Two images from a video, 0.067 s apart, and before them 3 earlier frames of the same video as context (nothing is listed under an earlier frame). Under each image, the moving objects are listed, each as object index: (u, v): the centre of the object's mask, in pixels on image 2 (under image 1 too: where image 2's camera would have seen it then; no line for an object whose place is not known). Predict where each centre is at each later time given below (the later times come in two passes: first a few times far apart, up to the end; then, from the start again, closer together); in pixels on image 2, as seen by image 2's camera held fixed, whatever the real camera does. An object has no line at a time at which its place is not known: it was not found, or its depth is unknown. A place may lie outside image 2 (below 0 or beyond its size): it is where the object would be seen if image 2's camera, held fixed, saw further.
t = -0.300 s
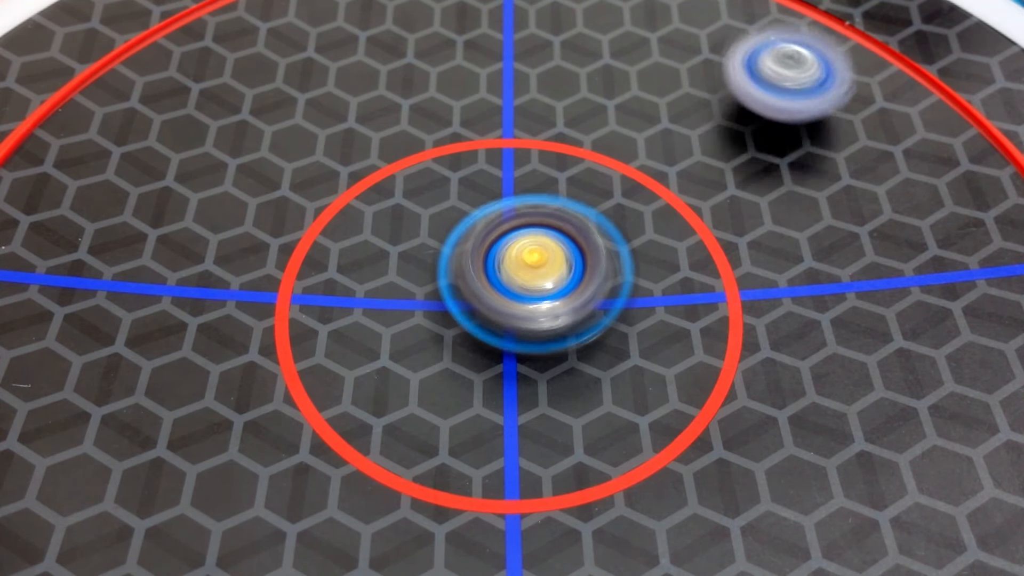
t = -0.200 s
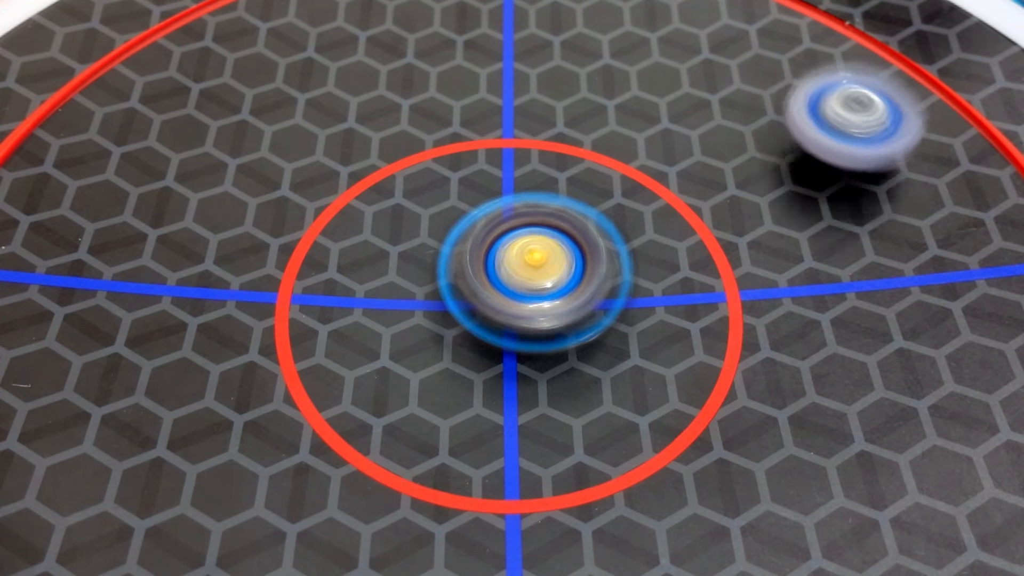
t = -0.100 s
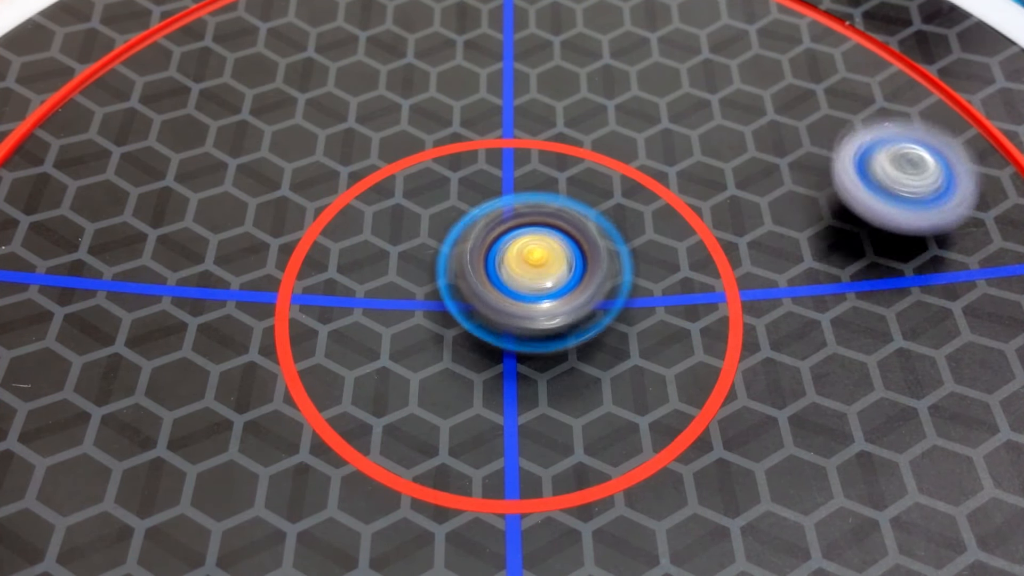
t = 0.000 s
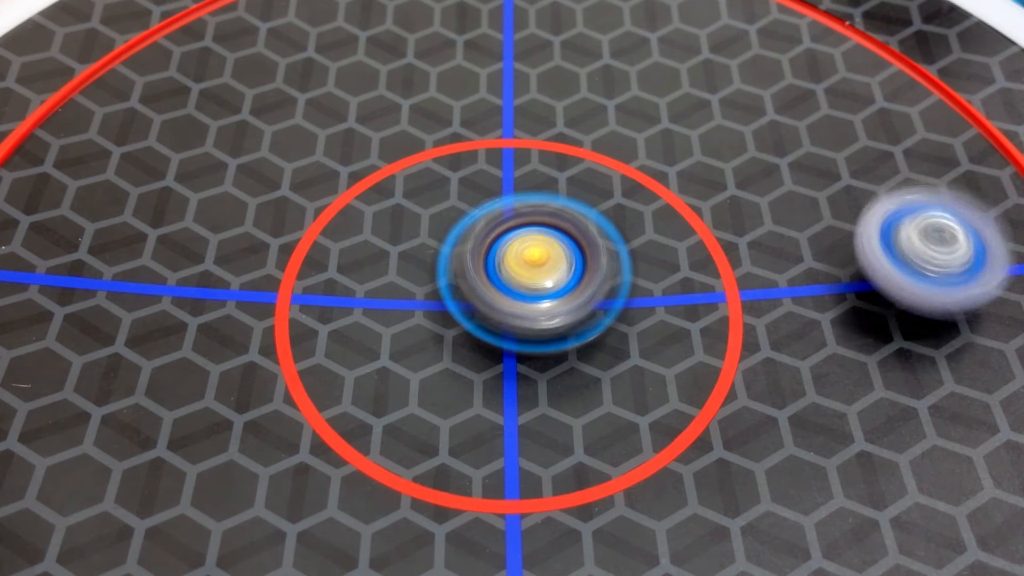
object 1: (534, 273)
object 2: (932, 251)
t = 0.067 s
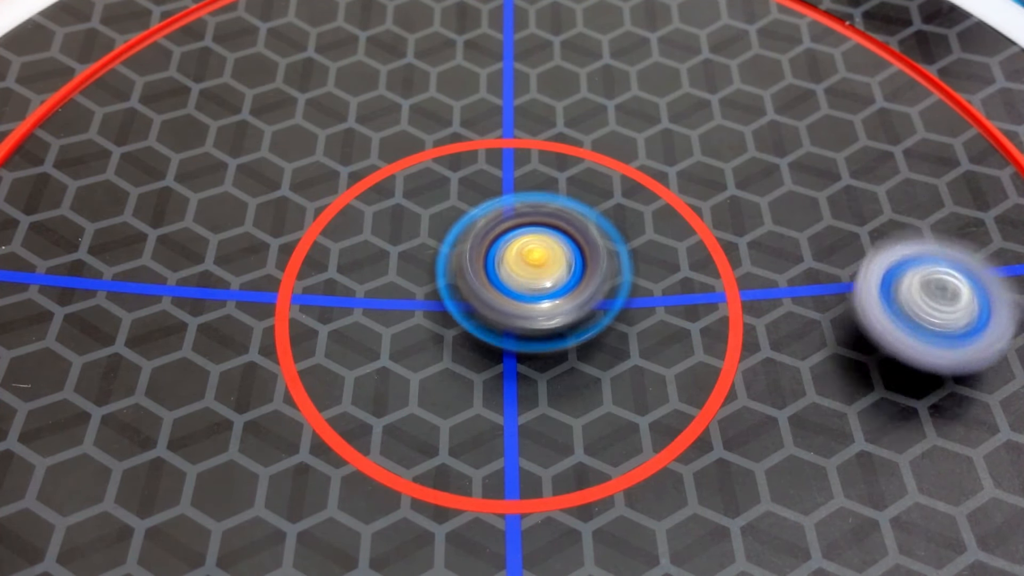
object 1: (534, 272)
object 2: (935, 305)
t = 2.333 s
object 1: (523, 271)
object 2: (797, 414)
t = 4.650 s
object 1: (527, 275)
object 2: (811, 455)
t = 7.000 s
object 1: (528, 270)
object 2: (572, 502)
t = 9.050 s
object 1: (527, 276)
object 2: (721, 428)
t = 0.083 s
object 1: (535, 272)
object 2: (933, 319)
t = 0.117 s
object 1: (533, 273)
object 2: (925, 350)
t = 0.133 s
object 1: (535, 272)
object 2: (919, 364)
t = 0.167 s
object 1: (533, 273)
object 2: (906, 391)
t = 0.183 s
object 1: (534, 272)
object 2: (896, 405)
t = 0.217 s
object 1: (534, 273)
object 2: (877, 431)
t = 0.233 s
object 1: (533, 272)
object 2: (865, 444)
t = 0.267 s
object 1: (534, 273)
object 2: (836, 469)
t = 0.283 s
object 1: (533, 273)
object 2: (821, 480)
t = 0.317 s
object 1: (534, 273)
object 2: (787, 498)
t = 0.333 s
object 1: (533, 272)
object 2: (769, 502)
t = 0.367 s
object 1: (535, 273)
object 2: (732, 513)
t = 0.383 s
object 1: (534, 272)
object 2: (712, 516)
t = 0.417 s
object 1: (535, 272)
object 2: (670, 521)
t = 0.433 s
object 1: (534, 272)
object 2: (649, 521)
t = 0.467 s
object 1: (534, 272)
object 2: (608, 524)
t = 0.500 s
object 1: (533, 271)
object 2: (562, 523)
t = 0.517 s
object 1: (534, 271)
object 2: (540, 522)
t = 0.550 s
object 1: (533, 270)
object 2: (501, 519)
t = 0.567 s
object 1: (534, 271)
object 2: (479, 517)
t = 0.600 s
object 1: (532, 270)
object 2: (437, 510)
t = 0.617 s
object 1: (533, 270)
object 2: (418, 506)
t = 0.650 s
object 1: (532, 270)
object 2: (382, 497)
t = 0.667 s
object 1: (533, 270)
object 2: (363, 487)
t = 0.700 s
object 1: (531, 270)
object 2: (334, 469)
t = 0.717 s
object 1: (532, 270)
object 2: (318, 456)
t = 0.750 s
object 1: (530, 270)
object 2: (293, 435)
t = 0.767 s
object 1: (531, 269)
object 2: (280, 422)
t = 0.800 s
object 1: (529, 270)
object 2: (259, 396)
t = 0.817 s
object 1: (530, 269)
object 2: (249, 385)
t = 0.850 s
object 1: (528, 270)
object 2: (234, 360)
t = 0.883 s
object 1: (530, 269)
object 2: (222, 332)
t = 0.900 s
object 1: (528, 270)
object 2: (217, 319)
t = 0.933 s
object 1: (529, 269)
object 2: (210, 293)
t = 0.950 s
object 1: (528, 269)
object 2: (208, 280)
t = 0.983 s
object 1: (529, 269)
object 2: (206, 256)
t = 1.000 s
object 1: (528, 269)
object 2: (206, 243)
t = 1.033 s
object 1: (528, 269)
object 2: (208, 221)
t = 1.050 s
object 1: (527, 269)
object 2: (209, 208)
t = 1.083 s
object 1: (528, 268)
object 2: (216, 185)
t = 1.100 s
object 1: (527, 269)
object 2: (220, 175)
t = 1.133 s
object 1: (528, 268)
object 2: (228, 154)
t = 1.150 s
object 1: (527, 269)
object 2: (235, 144)
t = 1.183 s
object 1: (527, 268)
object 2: (245, 126)
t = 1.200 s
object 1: (527, 269)
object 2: (252, 116)
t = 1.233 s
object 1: (527, 268)
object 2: (268, 100)
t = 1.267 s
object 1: (526, 268)
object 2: (285, 84)
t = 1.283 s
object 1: (527, 269)
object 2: (294, 78)
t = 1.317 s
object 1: (526, 268)
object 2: (311, 64)
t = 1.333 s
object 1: (527, 269)
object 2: (322, 58)
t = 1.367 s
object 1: (526, 268)
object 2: (343, 48)
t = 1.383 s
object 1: (527, 269)
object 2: (353, 43)
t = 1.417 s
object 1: (527, 268)
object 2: (374, 38)
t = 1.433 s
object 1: (528, 269)
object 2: (385, 35)
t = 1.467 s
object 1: (527, 268)
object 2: (408, 32)
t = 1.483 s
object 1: (528, 269)
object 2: (420, 30)
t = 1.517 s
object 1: (527, 268)
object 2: (444, 29)
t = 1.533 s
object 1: (528, 269)
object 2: (455, 28)
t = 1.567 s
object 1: (528, 268)
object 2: (480, 27)
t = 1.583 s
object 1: (528, 269)
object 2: (493, 27)
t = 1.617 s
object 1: (528, 268)
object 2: (519, 28)
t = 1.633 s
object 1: (528, 269)
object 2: (531, 29)
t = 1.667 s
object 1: (528, 268)
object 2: (556, 31)
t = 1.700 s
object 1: (526, 268)
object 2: (580, 34)
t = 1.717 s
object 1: (528, 268)
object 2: (591, 36)
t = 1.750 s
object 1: (526, 268)
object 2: (616, 41)
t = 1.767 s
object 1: (527, 268)
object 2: (627, 45)
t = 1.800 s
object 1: (526, 268)
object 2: (651, 54)
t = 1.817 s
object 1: (527, 268)
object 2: (662, 60)
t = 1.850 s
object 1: (526, 268)
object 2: (683, 73)
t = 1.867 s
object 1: (527, 269)
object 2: (694, 80)
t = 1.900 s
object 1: (525, 268)
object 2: (714, 96)
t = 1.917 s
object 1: (526, 269)
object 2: (724, 104)
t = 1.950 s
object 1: (525, 269)
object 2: (743, 122)
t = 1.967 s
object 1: (526, 270)
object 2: (750, 131)
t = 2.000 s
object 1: (525, 269)
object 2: (767, 151)
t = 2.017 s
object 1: (525, 270)
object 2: (775, 162)
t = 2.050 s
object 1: (525, 270)
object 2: (788, 184)
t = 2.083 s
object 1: (523, 270)
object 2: (799, 209)
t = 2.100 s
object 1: (524, 270)
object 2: (803, 221)
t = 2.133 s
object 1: (523, 270)
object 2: (811, 245)
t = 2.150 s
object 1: (524, 271)
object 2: (813, 258)
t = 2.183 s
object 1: (522, 270)
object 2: (817, 285)
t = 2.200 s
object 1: (524, 271)
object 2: (818, 300)
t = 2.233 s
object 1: (522, 270)
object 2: (818, 328)
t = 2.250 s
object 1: (524, 271)
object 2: (818, 342)
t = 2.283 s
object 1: (523, 271)
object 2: (811, 372)
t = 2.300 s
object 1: (523, 272)
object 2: (808, 384)
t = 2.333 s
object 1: (523, 271)
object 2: (797, 414)
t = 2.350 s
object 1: (523, 272)
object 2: (790, 427)
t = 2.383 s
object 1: (523, 272)
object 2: (777, 454)
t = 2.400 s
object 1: (523, 272)
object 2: (765, 468)
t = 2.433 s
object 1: (523, 272)
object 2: (747, 491)
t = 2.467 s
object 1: (522, 271)
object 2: (719, 508)
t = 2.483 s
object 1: (523, 272)
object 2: (705, 514)
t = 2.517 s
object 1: (523, 271)
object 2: (676, 524)
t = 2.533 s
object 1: (523, 272)
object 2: (661, 527)
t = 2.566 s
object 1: (523, 271)
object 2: (629, 535)
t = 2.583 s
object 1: (523, 272)
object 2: (612, 538)
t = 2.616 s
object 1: (523, 271)
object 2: (579, 543)
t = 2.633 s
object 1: (522, 272)
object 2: (560, 545)
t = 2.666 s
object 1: (523, 271)
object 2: (523, 546)
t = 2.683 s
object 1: (521, 271)
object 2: (505, 547)
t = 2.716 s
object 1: (522, 271)
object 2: (471, 548)
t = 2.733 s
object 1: (521, 271)
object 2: (452, 548)
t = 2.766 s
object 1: (522, 272)
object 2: (416, 545)
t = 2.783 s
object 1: (521, 271)
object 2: (401, 543)
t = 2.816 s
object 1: (521, 272)
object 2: (367, 538)
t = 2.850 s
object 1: (522, 271)
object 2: (336, 533)
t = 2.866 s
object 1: (520, 271)
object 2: (322, 529)
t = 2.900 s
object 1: (521, 272)
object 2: (294, 521)
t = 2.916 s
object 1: (520, 271)
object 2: (281, 516)
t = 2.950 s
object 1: (521, 272)
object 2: (257, 504)
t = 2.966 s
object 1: (520, 271)
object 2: (247, 497)
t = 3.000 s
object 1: (520, 272)
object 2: (229, 475)
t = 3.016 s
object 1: (521, 271)
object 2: (221, 463)
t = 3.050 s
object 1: (520, 271)
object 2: (211, 436)
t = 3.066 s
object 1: (521, 271)
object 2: (205, 423)
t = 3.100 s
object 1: (520, 271)
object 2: (199, 398)
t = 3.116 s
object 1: (521, 271)
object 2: (198, 383)
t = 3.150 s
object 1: (520, 271)
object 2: (195, 358)
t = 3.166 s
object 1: (521, 272)
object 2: (197, 345)
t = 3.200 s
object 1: (521, 271)
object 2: (201, 318)
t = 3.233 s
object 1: (519, 271)
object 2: (207, 293)
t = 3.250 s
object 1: (521, 271)
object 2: (212, 281)
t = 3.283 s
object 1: (520, 271)
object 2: (221, 255)
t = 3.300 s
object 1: (521, 272)
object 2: (228, 245)
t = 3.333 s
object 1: (521, 271)
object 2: (242, 223)
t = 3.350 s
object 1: (521, 272)
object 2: (248, 213)
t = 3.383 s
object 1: (522, 272)
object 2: (266, 193)
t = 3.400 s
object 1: (520, 272)
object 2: (275, 183)
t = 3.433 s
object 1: (521, 272)
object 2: (294, 166)
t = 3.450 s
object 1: (520, 272)
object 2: (305, 157)
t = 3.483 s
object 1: (521, 273)
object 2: (325, 142)
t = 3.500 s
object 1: (521, 272)
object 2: (336, 136)
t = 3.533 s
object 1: (521, 272)
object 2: (359, 123)
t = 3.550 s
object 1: (522, 272)
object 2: (371, 118)
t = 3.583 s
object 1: (521, 272)
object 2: (395, 107)
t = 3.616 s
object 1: (522, 273)
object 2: (419, 98)
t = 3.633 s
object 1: (522, 272)
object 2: (431, 95)
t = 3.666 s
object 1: (521, 273)
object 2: (456, 89)
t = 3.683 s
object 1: (523, 273)
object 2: (467, 86)
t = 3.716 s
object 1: (522, 273)
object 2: (493, 81)
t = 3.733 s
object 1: (524, 274)
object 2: (506, 79)
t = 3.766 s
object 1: (524, 274)
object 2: (530, 77)
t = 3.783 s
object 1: (524, 275)
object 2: (544, 76)
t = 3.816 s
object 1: (525, 274)
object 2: (569, 76)
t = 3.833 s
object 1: (524, 275)
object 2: (581, 76)
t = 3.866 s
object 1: (525, 275)
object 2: (606, 77)
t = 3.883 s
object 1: (524, 275)
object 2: (617, 79)
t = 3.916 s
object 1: (525, 276)
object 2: (642, 83)
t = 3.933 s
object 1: (525, 275)
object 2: (653, 85)
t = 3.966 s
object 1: (525, 276)
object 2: (676, 90)
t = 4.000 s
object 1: (526, 276)
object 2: (700, 98)
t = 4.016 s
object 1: (525, 275)
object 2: (712, 102)
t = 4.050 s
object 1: (526, 276)
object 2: (733, 110)
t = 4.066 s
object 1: (527, 276)
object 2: (745, 116)
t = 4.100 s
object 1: (526, 276)
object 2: (765, 127)
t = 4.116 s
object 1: (528, 276)
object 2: (776, 134)
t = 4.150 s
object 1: (527, 276)
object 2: (796, 147)
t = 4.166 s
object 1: (528, 277)
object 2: (804, 155)
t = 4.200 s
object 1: (528, 276)
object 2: (822, 171)
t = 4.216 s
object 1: (527, 277)
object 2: (830, 178)
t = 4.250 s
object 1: (529, 277)
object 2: (843, 196)
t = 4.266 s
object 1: (527, 276)
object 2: (852, 205)
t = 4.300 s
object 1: (528, 277)
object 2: (863, 223)
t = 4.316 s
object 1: (528, 276)
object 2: (868, 235)
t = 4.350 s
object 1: (527, 276)
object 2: (876, 255)
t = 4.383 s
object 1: (528, 277)
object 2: (882, 277)
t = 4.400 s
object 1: (528, 275)
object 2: (883, 289)
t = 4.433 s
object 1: (527, 276)
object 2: (886, 311)
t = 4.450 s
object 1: (529, 276)
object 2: (884, 323)
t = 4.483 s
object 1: (528, 275)
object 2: (881, 347)
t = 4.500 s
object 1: (528, 276)
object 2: (878, 358)
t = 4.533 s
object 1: (528, 275)
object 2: (869, 381)
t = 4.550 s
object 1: (527, 276)
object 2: (866, 392)
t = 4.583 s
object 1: (528, 276)
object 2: (851, 414)
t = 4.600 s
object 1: (526, 275)
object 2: (842, 425)
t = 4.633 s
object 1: (527, 276)
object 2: (823, 446)
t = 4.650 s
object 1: (527, 275)
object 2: (811, 455)
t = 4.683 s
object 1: (526, 276)
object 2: (788, 473)
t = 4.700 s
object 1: (528, 276)
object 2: (776, 481)
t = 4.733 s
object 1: (527, 275)
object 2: (748, 494)
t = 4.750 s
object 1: (528, 277)
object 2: (730, 499)
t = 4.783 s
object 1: (528, 276)
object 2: (698, 504)
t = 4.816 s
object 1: (528, 276)
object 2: (666, 509)
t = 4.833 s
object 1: (528, 277)
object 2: (648, 511)
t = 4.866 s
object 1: (529, 277)
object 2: (613, 511)
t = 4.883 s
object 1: (528, 277)
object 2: (597, 512)
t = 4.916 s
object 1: (529, 277)
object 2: (560, 510)
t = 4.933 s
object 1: (528, 276)
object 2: (543, 508)
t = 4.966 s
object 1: (528, 277)
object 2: (508, 505)
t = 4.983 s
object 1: (530, 276)
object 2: (491, 502)
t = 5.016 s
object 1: (529, 276)
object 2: (458, 493)
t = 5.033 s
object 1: (531, 276)
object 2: (442, 485)
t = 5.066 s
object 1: (530, 276)
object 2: (412, 469)
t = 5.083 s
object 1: (530, 277)
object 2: (400, 463)
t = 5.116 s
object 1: (531, 276)
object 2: (373, 443)
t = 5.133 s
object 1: (529, 276)
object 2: (361, 432)
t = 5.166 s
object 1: (530, 276)
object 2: (340, 411)
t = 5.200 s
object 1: (531, 276)
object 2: (322, 388)
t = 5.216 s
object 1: (530, 275)
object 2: (314, 378)
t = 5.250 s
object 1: (530, 276)
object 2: (300, 355)
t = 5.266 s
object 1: (532, 275)
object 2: (297, 341)
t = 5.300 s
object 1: (531, 275)
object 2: (288, 318)
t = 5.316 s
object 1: (533, 276)
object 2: (283, 306)
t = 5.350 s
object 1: (533, 275)
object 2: (280, 282)
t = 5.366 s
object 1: (532, 276)
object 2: (279, 271)
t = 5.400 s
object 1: (533, 276)
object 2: (280, 246)
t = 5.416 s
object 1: (532, 275)
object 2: (280, 236)
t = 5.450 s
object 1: (532, 275)
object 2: (284, 214)
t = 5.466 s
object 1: (533, 274)
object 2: (286, 205)
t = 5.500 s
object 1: (532, 274)
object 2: (293, 186)
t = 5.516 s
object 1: (534, 275)
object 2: (297, 175)
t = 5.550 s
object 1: (533, 274)
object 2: (308, 158)
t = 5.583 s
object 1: (532, 273)
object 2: (319, 141)
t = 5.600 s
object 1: (533, 275)
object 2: (324, 134)
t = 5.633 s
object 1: (534, 274)
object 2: (337, 119)
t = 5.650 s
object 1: (531, 274)
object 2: (344, 113)
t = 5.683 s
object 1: (532, 274)
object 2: (358, 101)
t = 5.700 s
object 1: (532, 273)
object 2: (366, 95)
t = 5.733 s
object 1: (531, 273)
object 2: (382, 84)
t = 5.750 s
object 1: (533, 273)
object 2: (389, 80)
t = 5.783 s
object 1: (532, 273)
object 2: (406, 71)
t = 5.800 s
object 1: (532, 274)
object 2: (416, 68)
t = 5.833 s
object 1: (533, 274)
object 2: (434, 61)
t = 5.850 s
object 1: (531, 273)
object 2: (443, 58)
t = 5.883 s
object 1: (531, 273)
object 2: (461, 53)
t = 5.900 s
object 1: (532, 272)
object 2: (472, 52)
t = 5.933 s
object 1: (531, 272)
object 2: (492, 50)
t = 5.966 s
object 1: (531, 272)
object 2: (512, 48)
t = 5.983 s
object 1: (533, 272)
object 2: (522, 49)
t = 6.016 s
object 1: (532, 271)
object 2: (544, 50)
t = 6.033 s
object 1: (532, 272)
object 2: (554, 50)
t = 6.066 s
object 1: (533, 272)
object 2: (573, 53)
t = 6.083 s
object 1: (532, 272)
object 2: (584, 56)
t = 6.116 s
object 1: (532, 272)
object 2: (604, 62)
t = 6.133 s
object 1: (533, 271)
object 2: (613, 65)
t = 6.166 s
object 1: (532, 271)
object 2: (633, 72)
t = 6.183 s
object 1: (534, 272)
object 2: (642, 77)
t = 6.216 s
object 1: (534, 271)
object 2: (660, 87)
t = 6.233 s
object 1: (532, 272)
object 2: (670, 92)
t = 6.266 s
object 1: (533, 272)
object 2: (687, 103)
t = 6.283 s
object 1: (532, 270)
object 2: (693, 111)
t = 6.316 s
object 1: (532, 271)
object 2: (708, 123)
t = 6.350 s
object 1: (532, 271)
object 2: (723, 139)
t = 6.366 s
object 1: (533, 270)
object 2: (729, 149)
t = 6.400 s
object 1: (532, 270)
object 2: (740, 166)
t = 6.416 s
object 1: (533, 272)
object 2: (747, 174)
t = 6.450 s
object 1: (533, 271)
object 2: (756, 192)
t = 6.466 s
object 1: (531, 271)
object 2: (759, 203)
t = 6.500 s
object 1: (532, 272)
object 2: (765, 222)
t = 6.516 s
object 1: (532, 270)
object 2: (769, 232)
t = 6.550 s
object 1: (531, 271)
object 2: (772, 254)
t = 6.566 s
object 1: (533, 271)
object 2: (772, 264)
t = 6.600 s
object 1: (533, 271)
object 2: (773, 287)
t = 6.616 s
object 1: (531, 272)
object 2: (772, 299)
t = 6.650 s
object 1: (532, 272)
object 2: (766, 321)
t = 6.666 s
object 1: (531, 270)
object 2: (765, 332)
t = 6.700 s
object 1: (531, 271)
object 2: (757, 355)
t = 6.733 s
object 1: (530, 271)
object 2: (745, 377)
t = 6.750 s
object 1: (532, 270)
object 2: (739, 387)
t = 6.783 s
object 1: (531, 270)
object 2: (725, 409)
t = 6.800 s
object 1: (531, 271)
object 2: (715, 419)
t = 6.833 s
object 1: (532, 271)
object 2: (697, 437)
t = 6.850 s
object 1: (529, 270)
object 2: (687, 447)
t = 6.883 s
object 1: (529, 271)
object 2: (663, 463)
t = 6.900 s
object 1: (530, 270)
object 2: (653, 470)
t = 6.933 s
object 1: (529, 269)
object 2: (627, 485)
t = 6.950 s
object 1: (530, 271)
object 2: (614, 491)
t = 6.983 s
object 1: (530, 270)
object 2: (586, 498)
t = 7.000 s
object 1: (528, 270)
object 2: (572, 502)
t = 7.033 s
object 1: (527, 270)
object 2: (542, 505)
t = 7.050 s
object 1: (529, 269)
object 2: (528, 507)
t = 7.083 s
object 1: (527, 269)
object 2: (498, 508)
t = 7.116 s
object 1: (527, 269)
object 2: (470, 508)
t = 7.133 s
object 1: (529, 270)
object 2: (454, 507)
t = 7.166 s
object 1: (528, 269)
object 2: (425, 505)
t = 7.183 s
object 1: (526, 270)
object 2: (413, 504)
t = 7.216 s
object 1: (526, 270)
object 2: (387, 498)
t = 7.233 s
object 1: (526, 269)
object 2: (373, 493)
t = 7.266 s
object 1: (525, 269)
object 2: (349, 482)
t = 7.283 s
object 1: (527, 270)
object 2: (338, 475)
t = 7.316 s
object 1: (527, 269)
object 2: (318, 459)
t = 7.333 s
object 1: (525, 269)
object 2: (309, 452)
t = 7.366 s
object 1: (525, 270)
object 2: (293, 434)
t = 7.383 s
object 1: (526, 269)
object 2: (285, 428)
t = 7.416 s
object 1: (525, 269)
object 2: (272, 407)
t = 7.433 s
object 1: (526, 270)
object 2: (267, 399)
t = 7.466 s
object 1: (527, 270)
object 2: (259, 377)
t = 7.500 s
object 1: (526, 269)
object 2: (255, 357)
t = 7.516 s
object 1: (525, 270)
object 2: (252, 346)
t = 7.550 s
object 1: (525, 270)
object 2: (253, 325)
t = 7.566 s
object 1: (525, 269)
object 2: (252, 315)
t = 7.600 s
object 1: (525, 269)
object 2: (256, 293)
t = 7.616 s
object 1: (527, 270)
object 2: (257, 284)
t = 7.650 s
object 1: (527, 269)
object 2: (264, 264)
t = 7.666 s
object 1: (525, 269)
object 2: (268, 254)
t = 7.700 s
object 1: (525, 270)
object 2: (278, 235)
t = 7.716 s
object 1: (527, 269)
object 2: (284, 228)
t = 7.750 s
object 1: (526, 268)
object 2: (298, 211)
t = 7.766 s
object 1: (526, 270)
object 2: (304, 202)
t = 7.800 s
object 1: (526, 270)
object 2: (319, 188)
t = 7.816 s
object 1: (524, 269)
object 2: (328, 180)
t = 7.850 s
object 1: (524, 269)
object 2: (345, 166)
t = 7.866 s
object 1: (526, 269)
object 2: (355, 161)
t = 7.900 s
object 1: (526, 269)
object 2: (373, 149)
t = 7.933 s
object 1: (525, 269)
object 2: (392, 139)
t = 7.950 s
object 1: (525, 270)
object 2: (403, 135)
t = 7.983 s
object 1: (525, 270)
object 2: (424, 127)
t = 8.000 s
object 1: (524, 269)
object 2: (435, 124)
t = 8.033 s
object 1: (524, 270)
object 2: (455, 118)
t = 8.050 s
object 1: (526, 270)
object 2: (467, 116)
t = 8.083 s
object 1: (525, 270)
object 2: (489, 112)
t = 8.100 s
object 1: (524, 271)
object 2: (501, 111)
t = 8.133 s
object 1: (524, 271)
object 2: (522, 110)
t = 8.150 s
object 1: (524, 270)
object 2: (534, 109)
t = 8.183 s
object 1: (524, 270)
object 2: (555, 110)
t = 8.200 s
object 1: (525, 272)
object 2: (567, 110)
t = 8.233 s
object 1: (525, 272)
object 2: (587, 113)
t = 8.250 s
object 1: (523, 271)
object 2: (599, 114)
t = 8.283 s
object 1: (523, 272)
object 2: (618, 118)
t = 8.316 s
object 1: (523, 272)
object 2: (638, 123)
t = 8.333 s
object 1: (524, 272)
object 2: (648, 127)
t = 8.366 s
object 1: (523, 272)
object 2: (667, 133)
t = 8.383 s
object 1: (523, 274)
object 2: (677, 137)
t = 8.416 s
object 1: (524, 274)
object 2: (693, 145)
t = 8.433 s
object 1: (522, 272)
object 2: (703, 151)
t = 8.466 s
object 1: (522, 273)
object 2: (719, 160)
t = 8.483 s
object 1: (525, 274)
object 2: (728, 165)
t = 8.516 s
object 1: (525, 273)
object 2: (742, 177)
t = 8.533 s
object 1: (522, 274)
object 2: (750, 183)
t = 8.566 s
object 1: (523, 274)
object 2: (763, 195)
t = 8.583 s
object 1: (524, 273)
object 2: (769, 201)
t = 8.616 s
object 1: (524, 273)
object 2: (779, 215)
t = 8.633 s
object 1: (524, 275)
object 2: (786, 223)
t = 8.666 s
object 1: (524, 275)
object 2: (794, 239)
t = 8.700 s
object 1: (525, 275)
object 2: (799, 253)
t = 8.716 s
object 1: (524, 274)
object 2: (803, 263)
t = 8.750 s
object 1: (524, 274)
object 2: (805, 280)
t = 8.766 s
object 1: (526, 275)
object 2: (807, 289)
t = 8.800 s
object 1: (527, 274)
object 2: (806, 308)
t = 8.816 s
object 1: (524, 275)
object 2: (807, 317)
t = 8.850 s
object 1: (524, 275)
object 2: (802, 335)
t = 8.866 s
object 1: (526, 274)
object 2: (800, 345)
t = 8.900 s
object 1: (526, 274)
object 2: (792, 363)
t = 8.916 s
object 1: (526, 275)
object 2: (787, 371)
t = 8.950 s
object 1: (526, 276)
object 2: (774, 387)
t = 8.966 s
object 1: (525, 274)
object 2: (767, 395)
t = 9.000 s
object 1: (525, 274)
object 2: (750, 410)
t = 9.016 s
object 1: (527, 276)
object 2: (741, 416)
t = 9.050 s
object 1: (527, 276)
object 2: (721, 428)
